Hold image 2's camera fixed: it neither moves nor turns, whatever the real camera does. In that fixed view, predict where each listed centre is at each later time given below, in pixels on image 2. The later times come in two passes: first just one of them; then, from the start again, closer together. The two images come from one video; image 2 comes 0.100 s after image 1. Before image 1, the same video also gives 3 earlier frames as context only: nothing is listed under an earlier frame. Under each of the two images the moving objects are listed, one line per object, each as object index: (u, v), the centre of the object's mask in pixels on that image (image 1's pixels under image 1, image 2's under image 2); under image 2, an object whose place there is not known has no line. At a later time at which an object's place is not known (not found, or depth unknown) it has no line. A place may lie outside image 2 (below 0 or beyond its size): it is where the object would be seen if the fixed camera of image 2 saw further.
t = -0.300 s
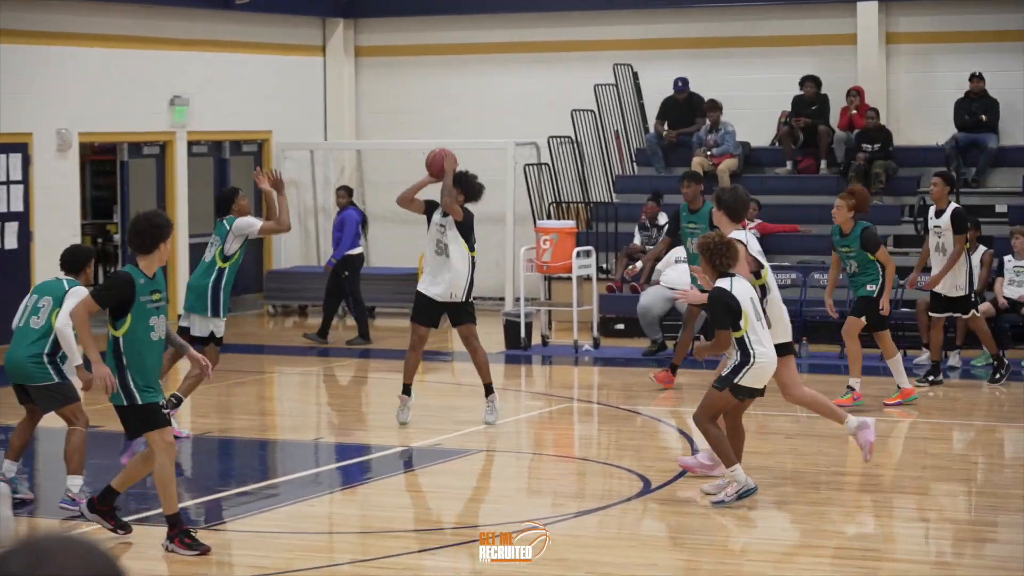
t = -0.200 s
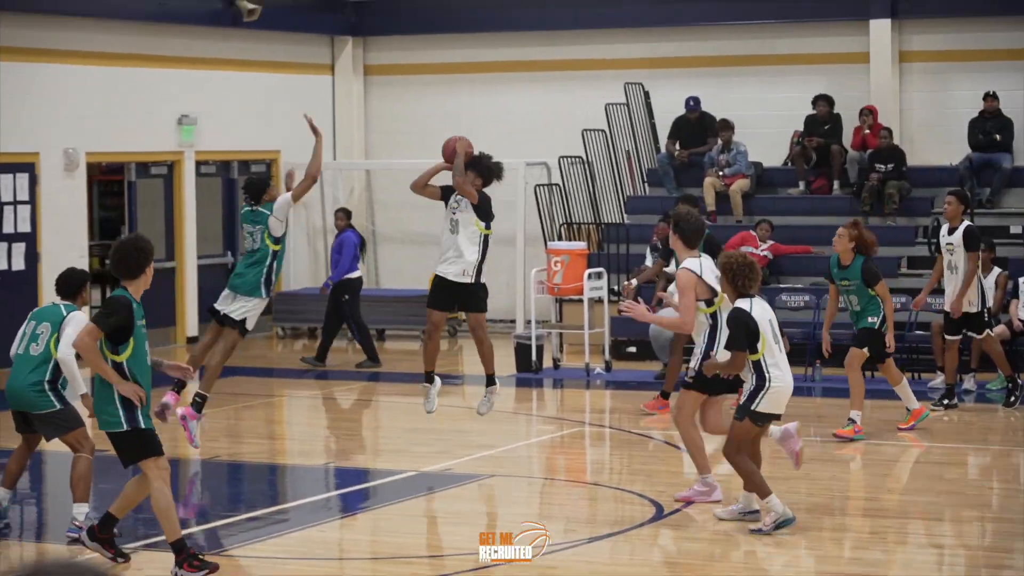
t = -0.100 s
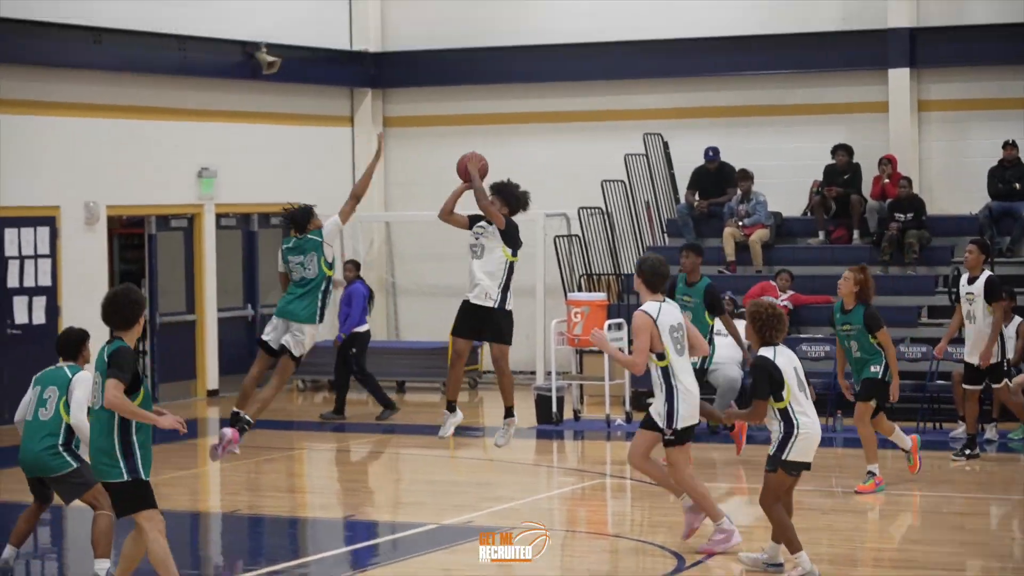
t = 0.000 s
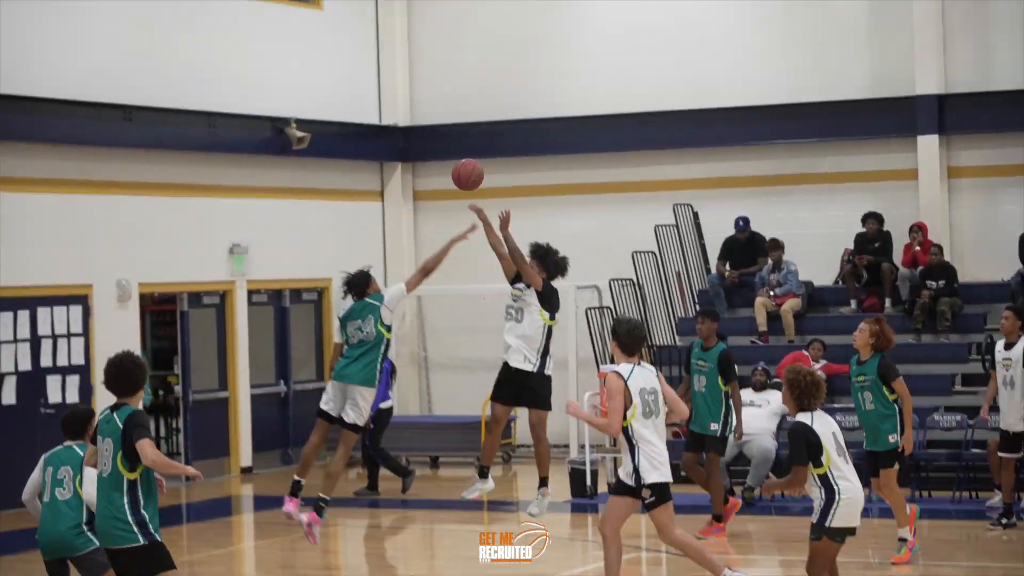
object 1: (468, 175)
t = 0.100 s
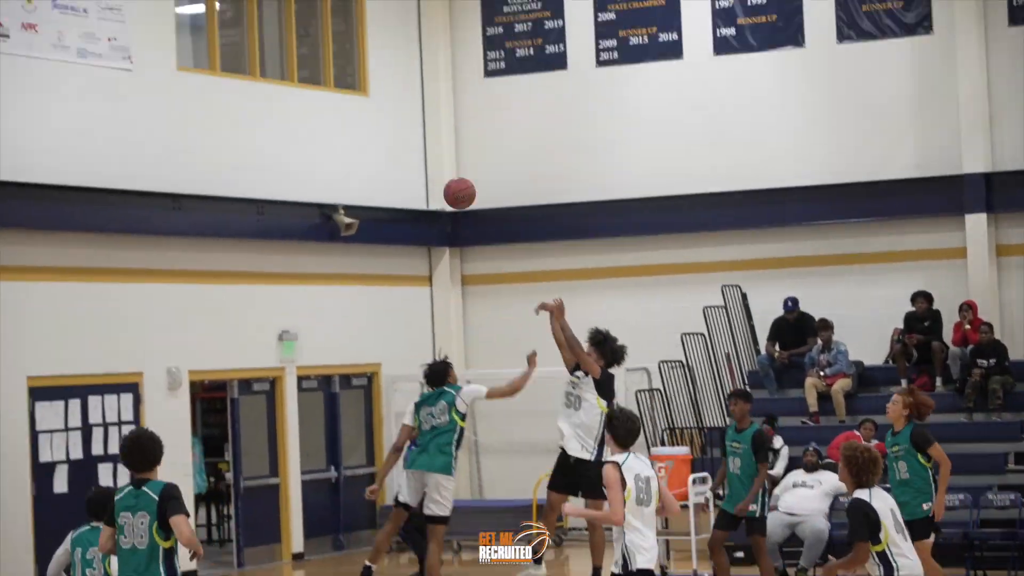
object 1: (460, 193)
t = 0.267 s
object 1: (366, 113)
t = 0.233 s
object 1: (384, 127)
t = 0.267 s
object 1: (366, 113)
